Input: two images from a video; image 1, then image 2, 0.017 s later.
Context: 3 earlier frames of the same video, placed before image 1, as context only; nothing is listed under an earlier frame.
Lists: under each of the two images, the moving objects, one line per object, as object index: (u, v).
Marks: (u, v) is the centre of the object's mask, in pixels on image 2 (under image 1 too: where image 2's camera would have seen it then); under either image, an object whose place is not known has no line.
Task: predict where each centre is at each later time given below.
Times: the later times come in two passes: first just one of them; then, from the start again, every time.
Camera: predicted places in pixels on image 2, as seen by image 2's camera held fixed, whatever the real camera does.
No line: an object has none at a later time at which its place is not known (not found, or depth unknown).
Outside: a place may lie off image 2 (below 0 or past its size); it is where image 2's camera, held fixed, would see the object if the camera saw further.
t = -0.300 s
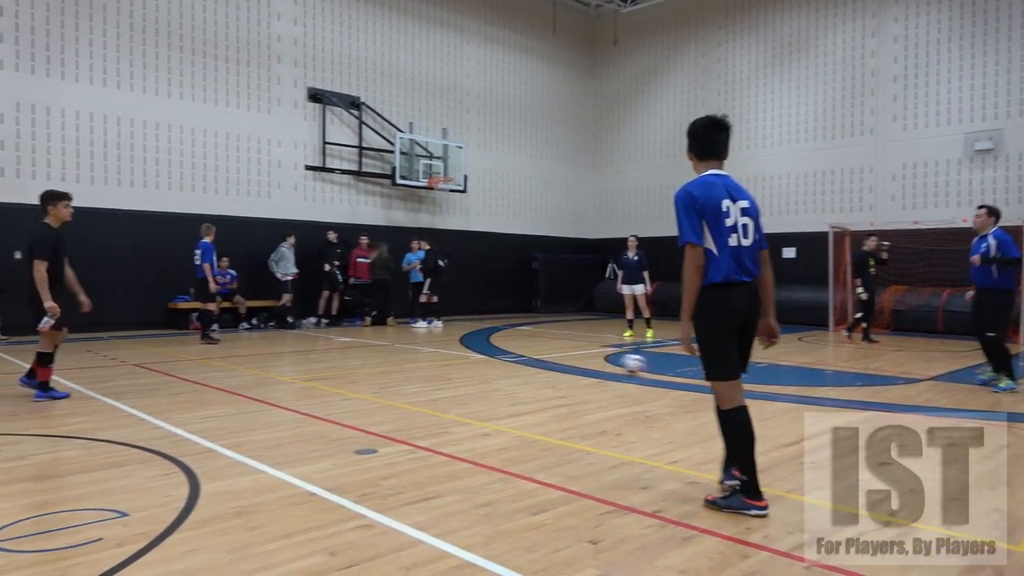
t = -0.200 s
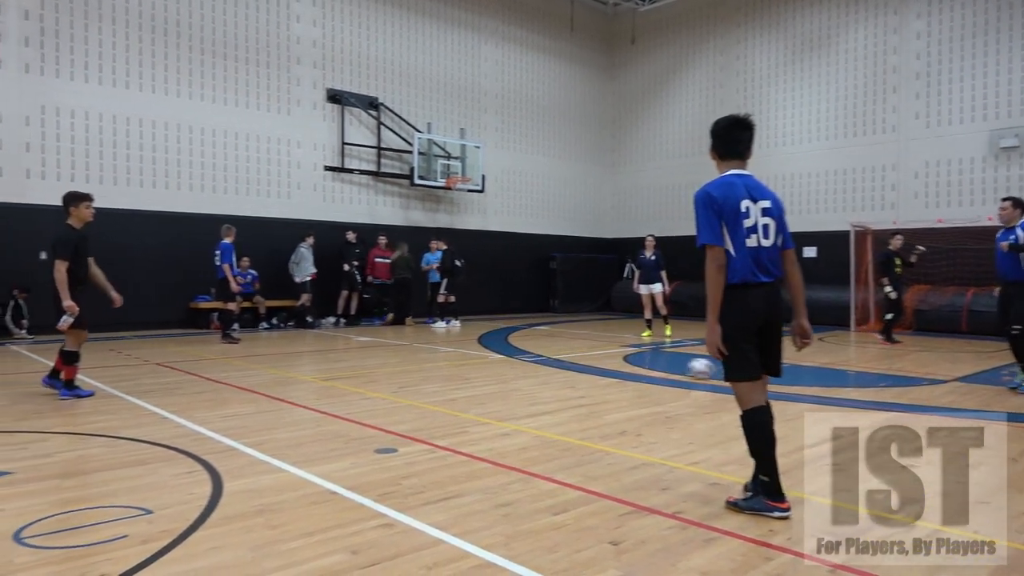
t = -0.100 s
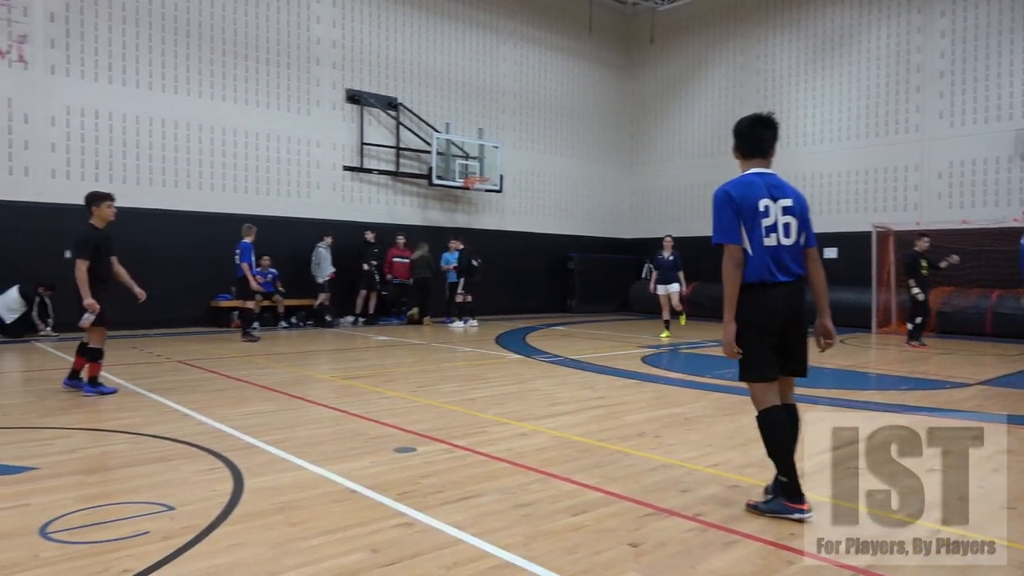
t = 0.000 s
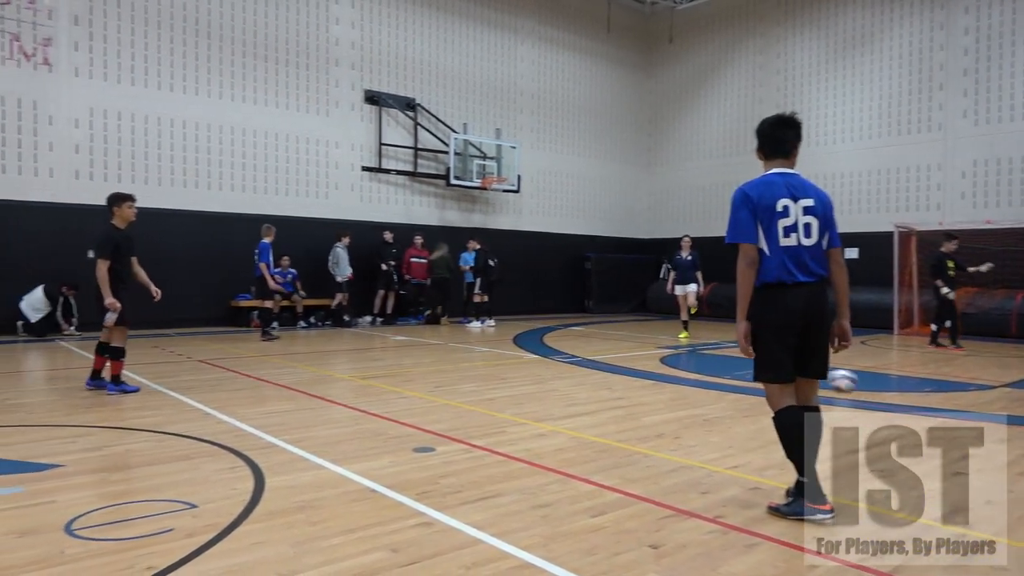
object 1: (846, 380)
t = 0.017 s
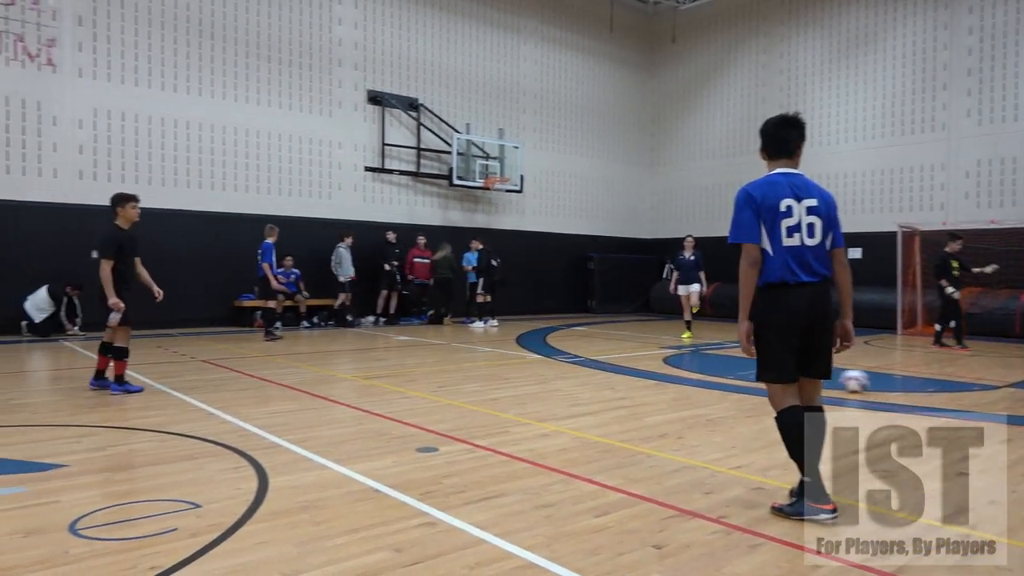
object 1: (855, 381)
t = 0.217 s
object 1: (964, 389)
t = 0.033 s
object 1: (863, 382)
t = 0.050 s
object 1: (872, 382)
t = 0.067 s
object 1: (882, 383)
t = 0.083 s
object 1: (891, 384)
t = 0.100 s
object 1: (899, 384)
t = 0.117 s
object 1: (910, 385)
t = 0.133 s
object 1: (920, 386)
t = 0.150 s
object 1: (929, 387)
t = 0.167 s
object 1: (938, 388)
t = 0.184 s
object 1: (949, 388)
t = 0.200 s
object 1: (957, 389)
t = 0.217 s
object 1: (964, 389)
